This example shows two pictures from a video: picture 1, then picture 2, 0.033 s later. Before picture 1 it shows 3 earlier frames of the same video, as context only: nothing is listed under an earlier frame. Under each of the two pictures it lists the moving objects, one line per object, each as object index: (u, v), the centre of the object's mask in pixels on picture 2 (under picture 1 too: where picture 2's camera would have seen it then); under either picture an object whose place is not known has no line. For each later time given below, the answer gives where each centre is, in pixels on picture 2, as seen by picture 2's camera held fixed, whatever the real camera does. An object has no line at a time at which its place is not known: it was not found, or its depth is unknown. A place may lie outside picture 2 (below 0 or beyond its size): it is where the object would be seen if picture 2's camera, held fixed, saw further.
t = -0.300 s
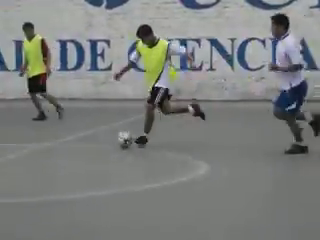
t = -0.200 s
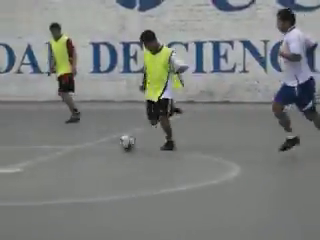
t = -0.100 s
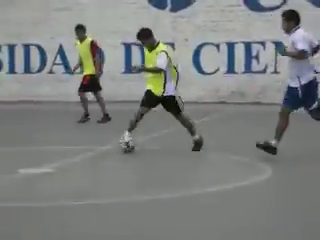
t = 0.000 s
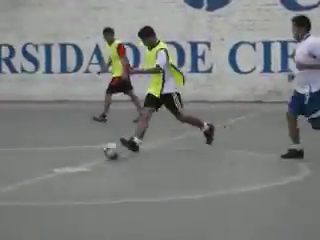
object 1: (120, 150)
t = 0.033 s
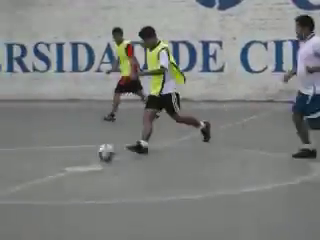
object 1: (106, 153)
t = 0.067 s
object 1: (90, 155)
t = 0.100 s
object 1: (73, 157)
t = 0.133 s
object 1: (56, 159)
